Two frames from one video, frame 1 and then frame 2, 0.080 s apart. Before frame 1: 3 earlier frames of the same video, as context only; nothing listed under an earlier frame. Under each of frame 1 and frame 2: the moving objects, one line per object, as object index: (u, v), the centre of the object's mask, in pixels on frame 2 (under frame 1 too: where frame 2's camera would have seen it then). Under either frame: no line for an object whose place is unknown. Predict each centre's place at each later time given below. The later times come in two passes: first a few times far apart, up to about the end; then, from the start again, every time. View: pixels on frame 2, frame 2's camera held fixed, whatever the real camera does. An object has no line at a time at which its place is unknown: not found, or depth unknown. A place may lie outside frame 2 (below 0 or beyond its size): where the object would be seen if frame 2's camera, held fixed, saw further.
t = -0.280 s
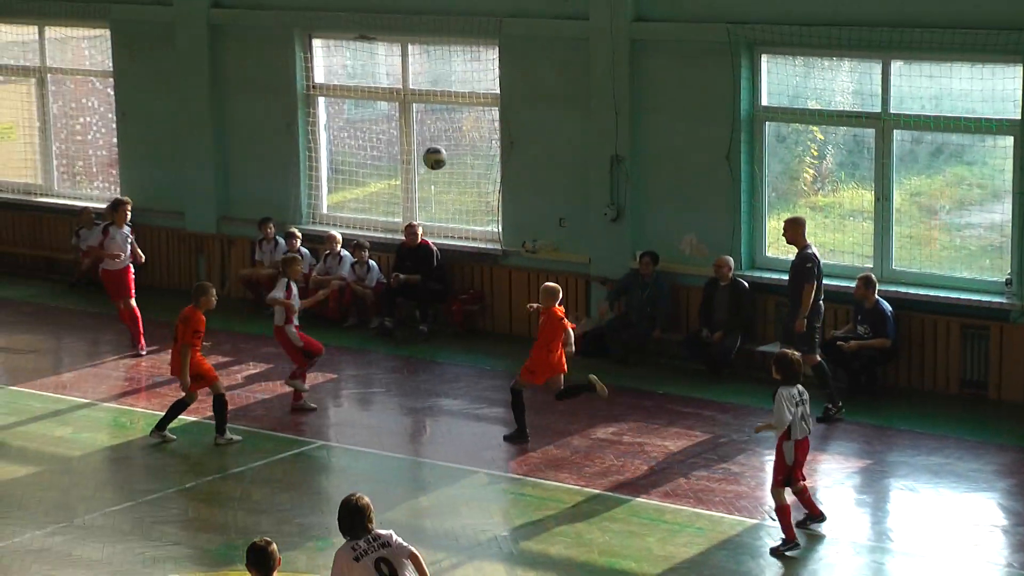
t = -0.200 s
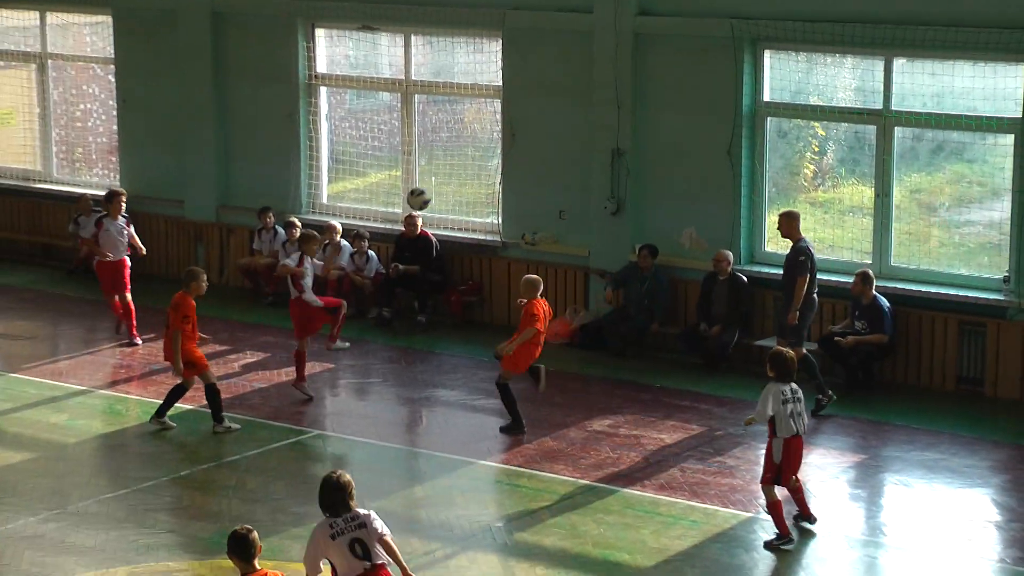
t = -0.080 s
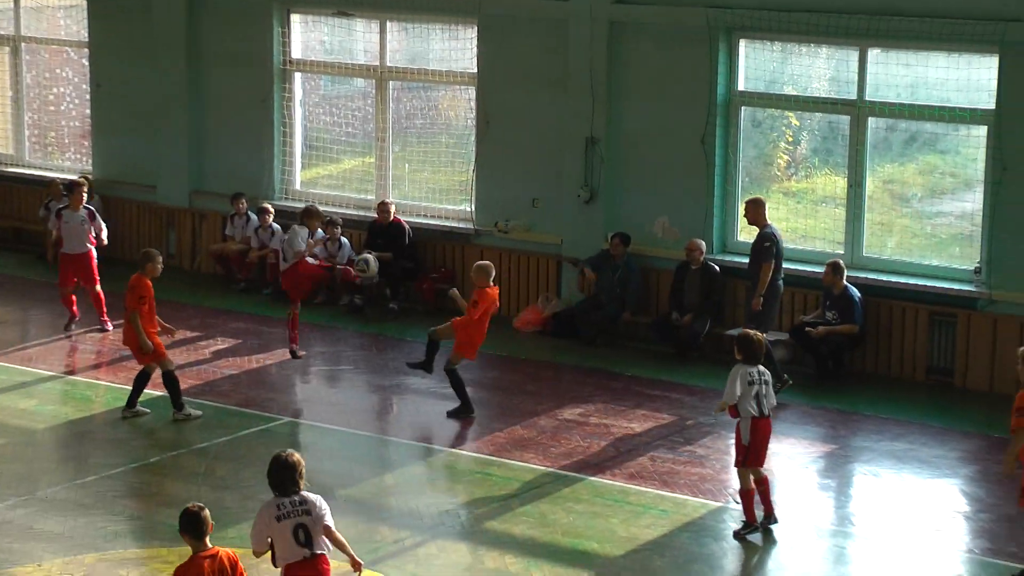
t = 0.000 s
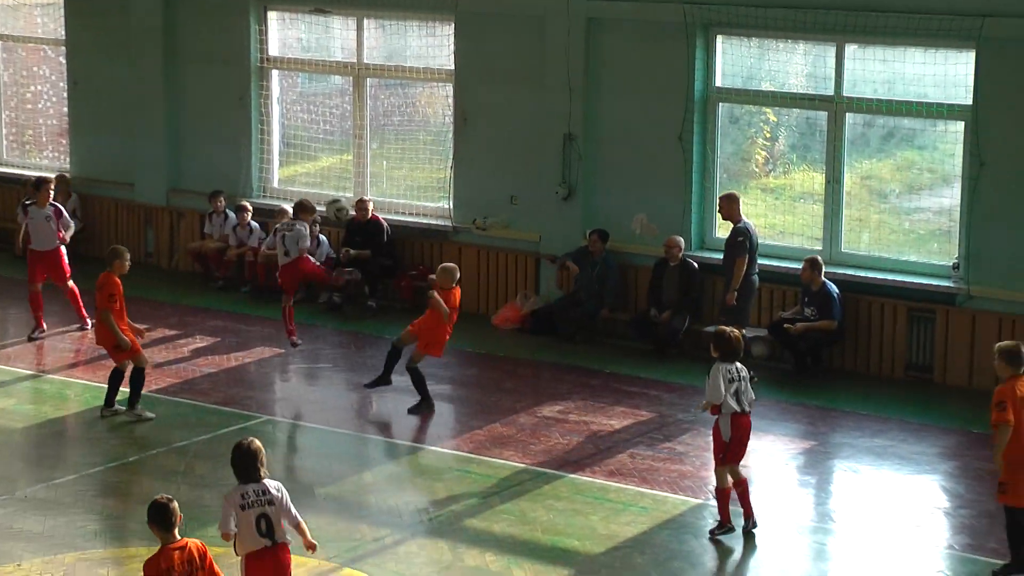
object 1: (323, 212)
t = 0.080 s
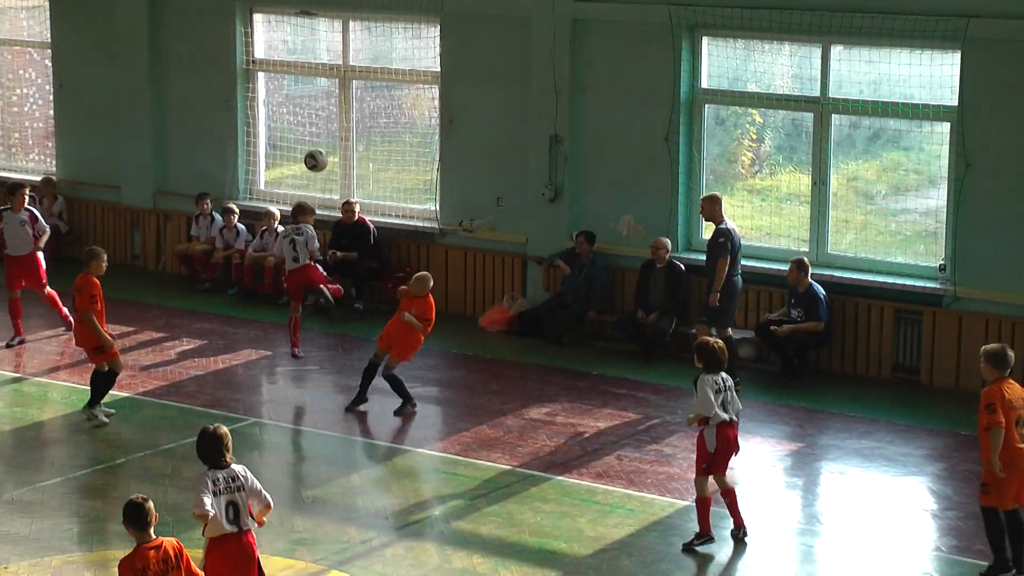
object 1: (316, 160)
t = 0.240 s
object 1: (299, 80)
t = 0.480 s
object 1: (272, 13)
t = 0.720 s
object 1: (244, 12)
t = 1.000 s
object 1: (215, 94)
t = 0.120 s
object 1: (311, 139)
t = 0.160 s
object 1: (308, 118)
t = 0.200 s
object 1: (304, 98)
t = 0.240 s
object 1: (299, 80)
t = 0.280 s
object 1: (294, 66)
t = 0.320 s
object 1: (290, 51)
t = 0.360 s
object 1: (285, 38)
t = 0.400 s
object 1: (280, 28)
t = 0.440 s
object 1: (276, 20)
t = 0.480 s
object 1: (272, 13)
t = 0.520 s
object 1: (267, 8)
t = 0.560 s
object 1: (262, 5)
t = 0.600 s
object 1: (258, 5)
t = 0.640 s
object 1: (254, 6)
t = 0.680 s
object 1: (248, 8)
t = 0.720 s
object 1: (244, 12)
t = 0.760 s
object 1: (240, 17)
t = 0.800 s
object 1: (235, 25)
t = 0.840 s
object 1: (231, 36)
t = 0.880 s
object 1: (228, 48)
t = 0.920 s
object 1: (223, 59)
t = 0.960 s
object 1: (219, 75)
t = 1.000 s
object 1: (215, 94)
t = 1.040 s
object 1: (212, 113)
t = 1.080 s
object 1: (208, 133)
